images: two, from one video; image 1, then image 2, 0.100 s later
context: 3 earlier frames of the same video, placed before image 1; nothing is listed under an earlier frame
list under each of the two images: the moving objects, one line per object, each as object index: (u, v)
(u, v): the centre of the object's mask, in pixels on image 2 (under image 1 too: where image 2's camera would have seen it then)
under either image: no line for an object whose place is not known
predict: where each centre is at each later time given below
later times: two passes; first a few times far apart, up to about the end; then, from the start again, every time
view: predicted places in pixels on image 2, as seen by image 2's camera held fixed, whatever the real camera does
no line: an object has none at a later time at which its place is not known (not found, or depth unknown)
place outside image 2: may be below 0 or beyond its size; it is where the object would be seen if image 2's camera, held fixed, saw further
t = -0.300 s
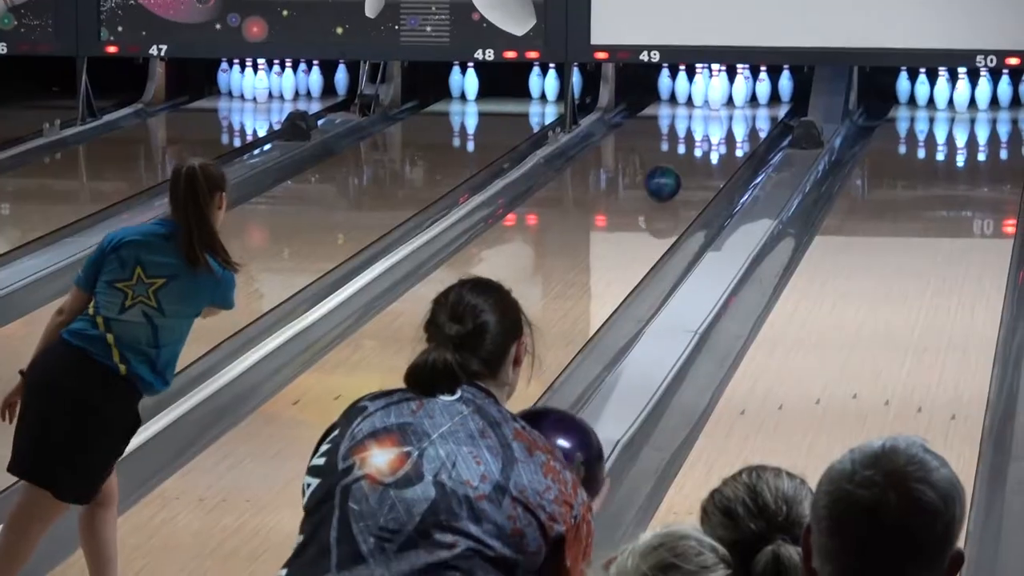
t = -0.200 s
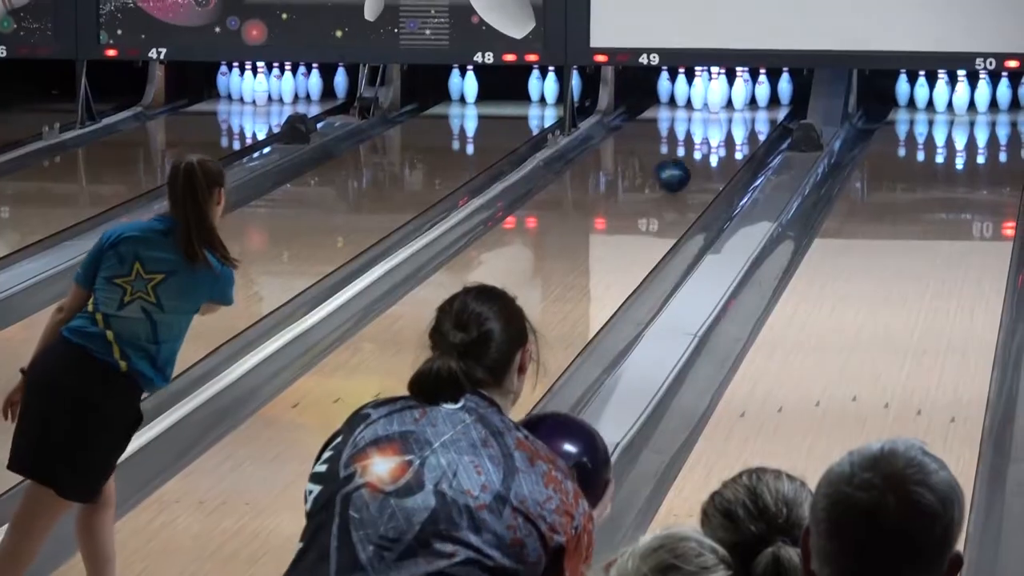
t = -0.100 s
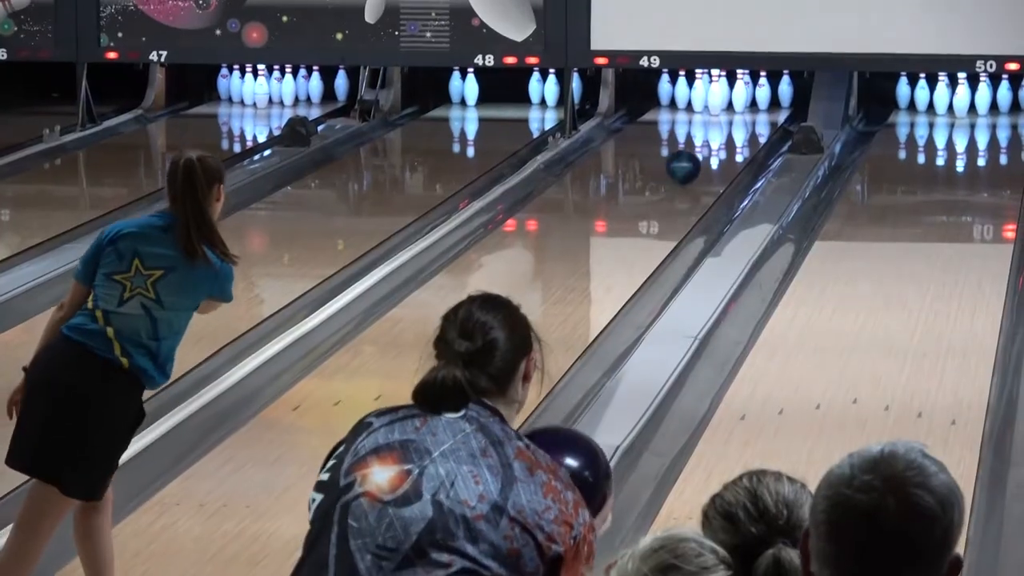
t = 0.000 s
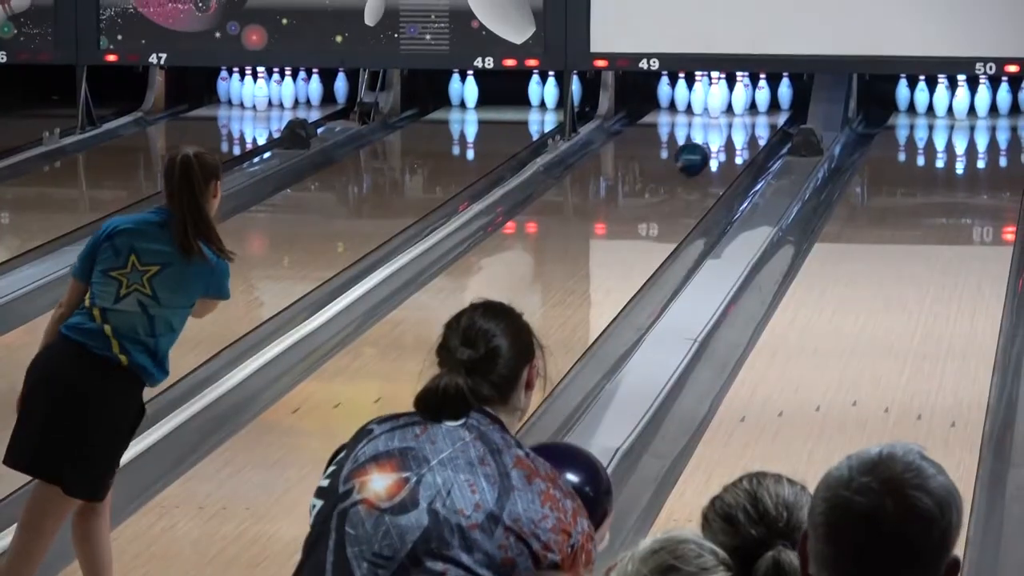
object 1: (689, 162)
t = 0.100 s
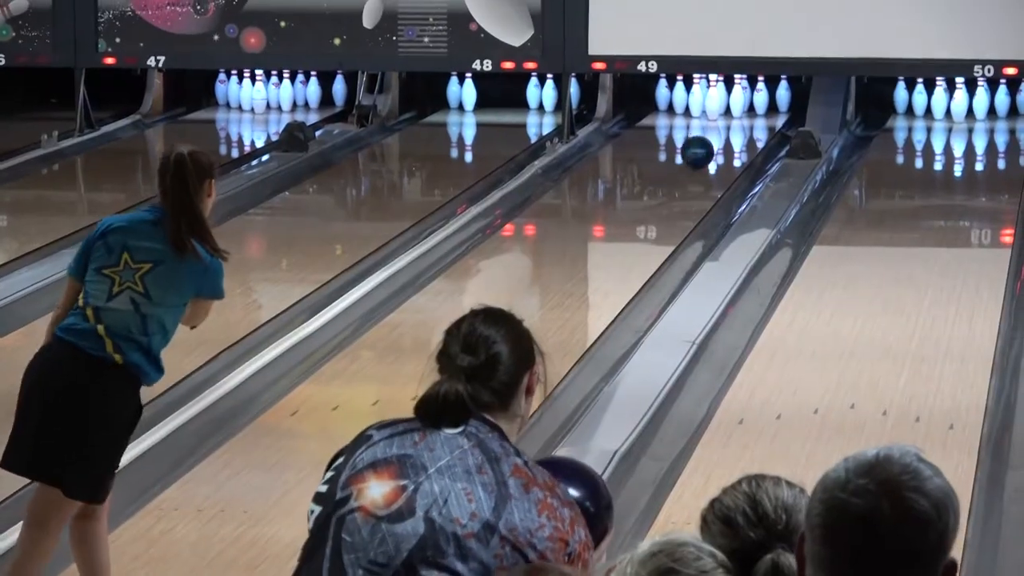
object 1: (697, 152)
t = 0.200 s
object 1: (703, 143)
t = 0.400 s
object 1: (713, 128)
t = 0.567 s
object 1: (717, 116)
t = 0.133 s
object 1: (699, 150)
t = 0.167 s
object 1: (701, 146)
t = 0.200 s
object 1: (703, 143)
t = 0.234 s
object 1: (705, 140)
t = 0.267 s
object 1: (707, 138)
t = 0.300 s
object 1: (709, 135)
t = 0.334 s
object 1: (710, 132)
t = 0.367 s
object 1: (712, 130)
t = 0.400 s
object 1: (713, 128)
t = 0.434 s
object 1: (714, 125)
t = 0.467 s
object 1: (715, 123)
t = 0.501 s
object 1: (716, 121)
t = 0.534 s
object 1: (717, 118)
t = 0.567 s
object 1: (717, 116)
